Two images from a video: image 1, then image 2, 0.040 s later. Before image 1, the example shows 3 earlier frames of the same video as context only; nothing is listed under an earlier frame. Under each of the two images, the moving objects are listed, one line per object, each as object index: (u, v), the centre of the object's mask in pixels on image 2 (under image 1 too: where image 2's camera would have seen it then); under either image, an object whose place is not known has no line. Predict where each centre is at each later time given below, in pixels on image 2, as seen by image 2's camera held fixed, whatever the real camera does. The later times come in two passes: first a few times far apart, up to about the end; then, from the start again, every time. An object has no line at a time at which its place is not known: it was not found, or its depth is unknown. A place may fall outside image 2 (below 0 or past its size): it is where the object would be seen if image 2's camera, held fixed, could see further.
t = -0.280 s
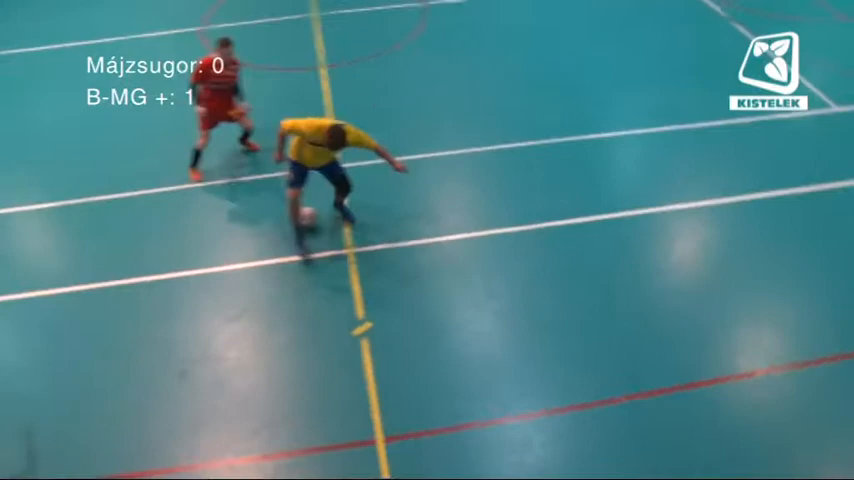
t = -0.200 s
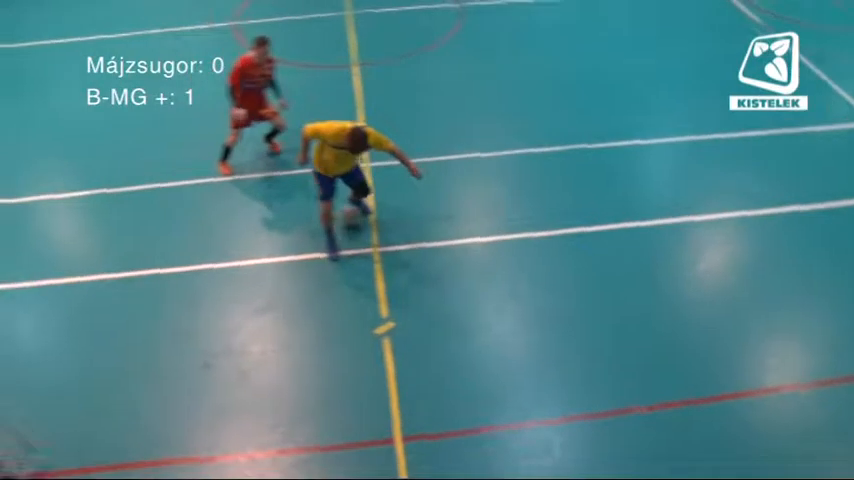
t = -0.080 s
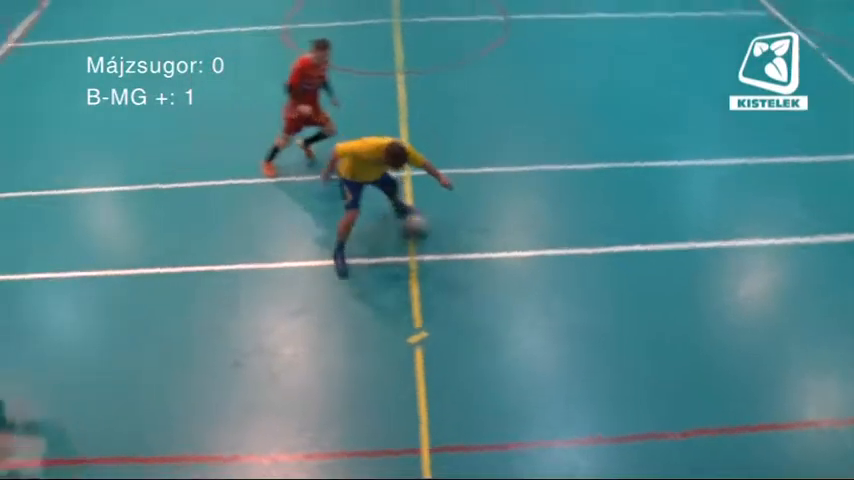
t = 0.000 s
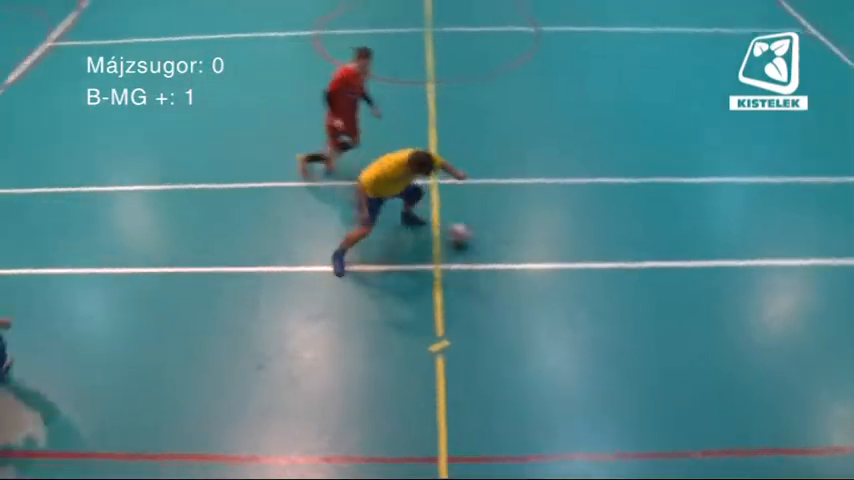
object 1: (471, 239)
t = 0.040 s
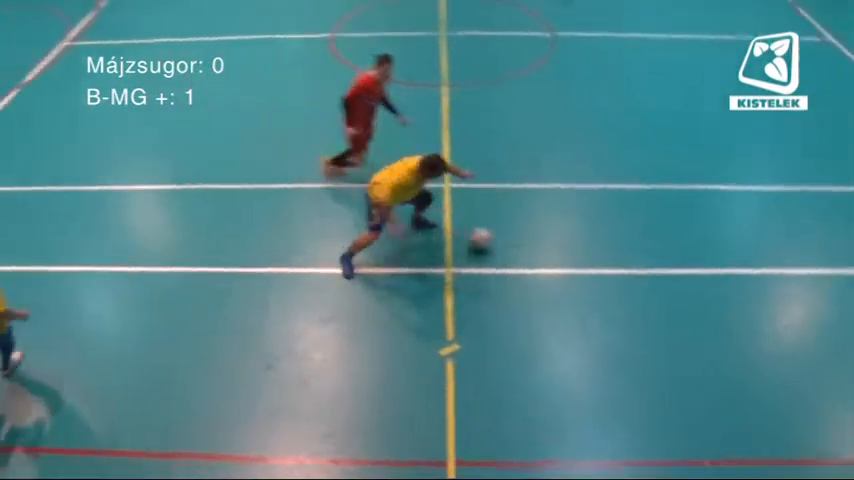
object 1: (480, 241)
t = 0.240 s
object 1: (527, 248)
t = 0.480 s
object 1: (579, 250)
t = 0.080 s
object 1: (488, 242)
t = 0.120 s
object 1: (499, 242)
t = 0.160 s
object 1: (507, 243)
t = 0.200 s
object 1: (518, 245)
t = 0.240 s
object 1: (527, 248)
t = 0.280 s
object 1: (535, 248)
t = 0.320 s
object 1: (544, 247)
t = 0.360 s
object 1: (553, 248)
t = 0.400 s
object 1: (561, 249)
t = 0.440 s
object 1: (570, 249)
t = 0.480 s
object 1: (579, 250)
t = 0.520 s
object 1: (588, 252)
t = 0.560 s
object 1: (597, 253)
